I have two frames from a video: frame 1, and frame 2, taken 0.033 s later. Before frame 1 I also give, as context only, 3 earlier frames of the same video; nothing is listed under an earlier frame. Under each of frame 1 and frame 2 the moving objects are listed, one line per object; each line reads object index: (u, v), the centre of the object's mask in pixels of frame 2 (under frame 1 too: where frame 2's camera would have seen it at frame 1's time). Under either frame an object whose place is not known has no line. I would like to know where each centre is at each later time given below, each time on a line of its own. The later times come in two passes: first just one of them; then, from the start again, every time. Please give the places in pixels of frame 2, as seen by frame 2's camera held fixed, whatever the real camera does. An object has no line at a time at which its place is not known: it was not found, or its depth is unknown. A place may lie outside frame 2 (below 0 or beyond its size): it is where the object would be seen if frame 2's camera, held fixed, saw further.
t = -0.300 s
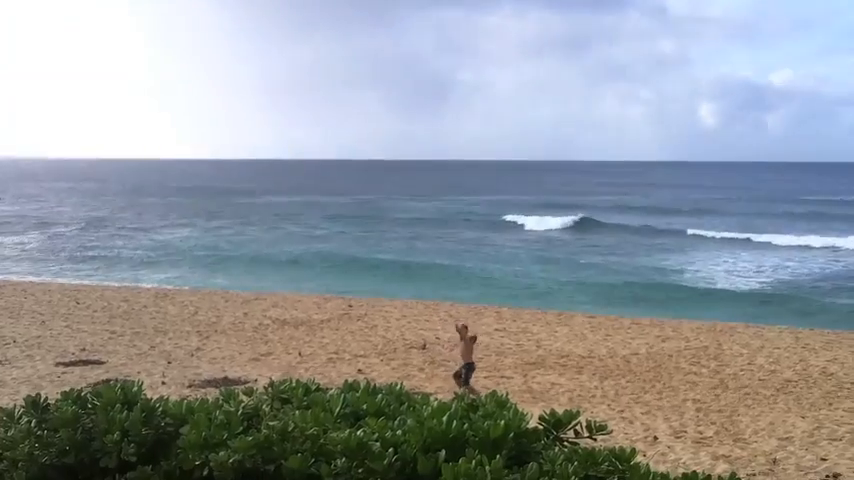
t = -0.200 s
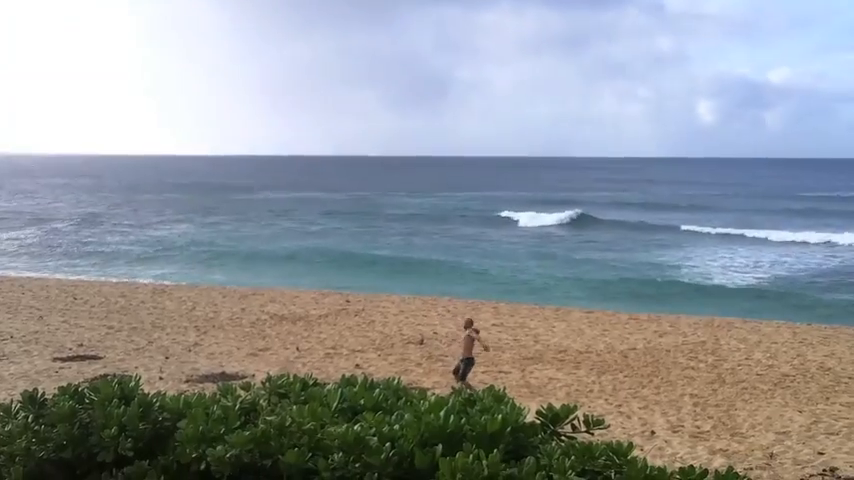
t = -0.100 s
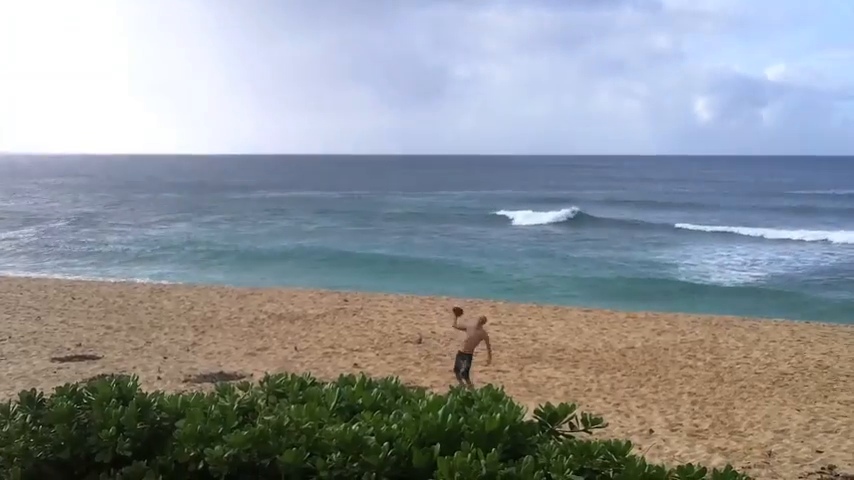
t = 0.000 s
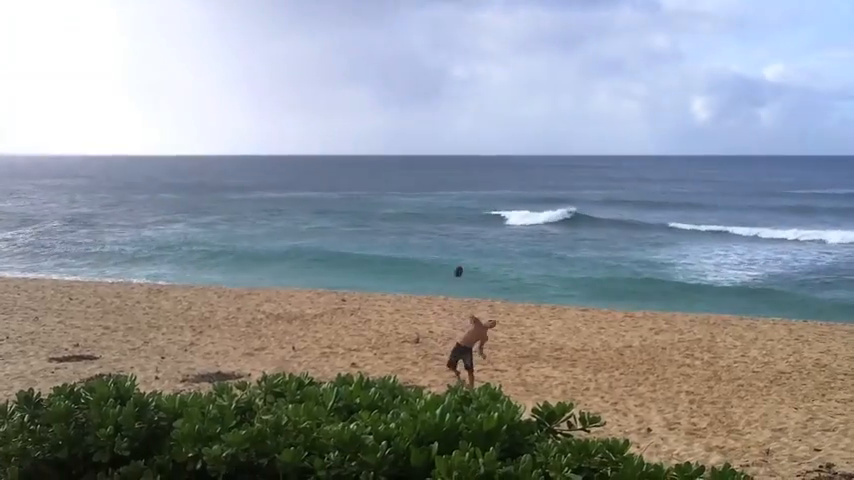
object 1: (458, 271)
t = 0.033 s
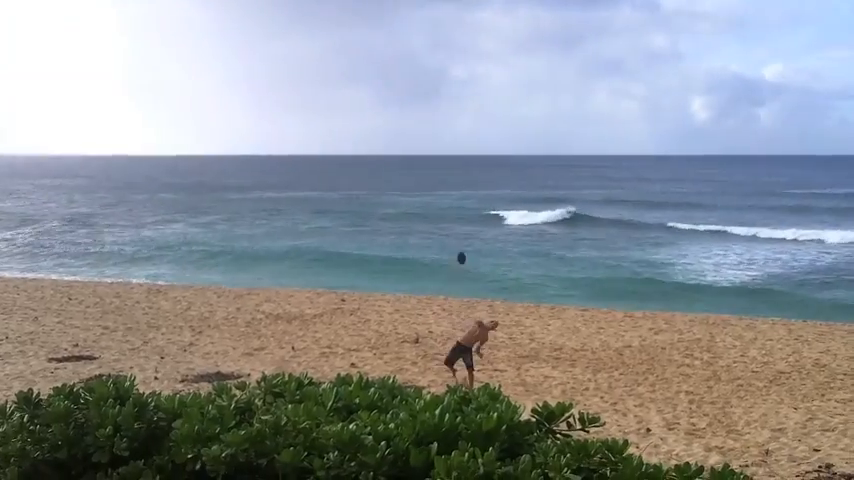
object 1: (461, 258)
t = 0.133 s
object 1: (471, 216)
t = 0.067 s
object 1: (465, 244)
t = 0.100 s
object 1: (468, 230)
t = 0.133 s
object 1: (471, 216)
